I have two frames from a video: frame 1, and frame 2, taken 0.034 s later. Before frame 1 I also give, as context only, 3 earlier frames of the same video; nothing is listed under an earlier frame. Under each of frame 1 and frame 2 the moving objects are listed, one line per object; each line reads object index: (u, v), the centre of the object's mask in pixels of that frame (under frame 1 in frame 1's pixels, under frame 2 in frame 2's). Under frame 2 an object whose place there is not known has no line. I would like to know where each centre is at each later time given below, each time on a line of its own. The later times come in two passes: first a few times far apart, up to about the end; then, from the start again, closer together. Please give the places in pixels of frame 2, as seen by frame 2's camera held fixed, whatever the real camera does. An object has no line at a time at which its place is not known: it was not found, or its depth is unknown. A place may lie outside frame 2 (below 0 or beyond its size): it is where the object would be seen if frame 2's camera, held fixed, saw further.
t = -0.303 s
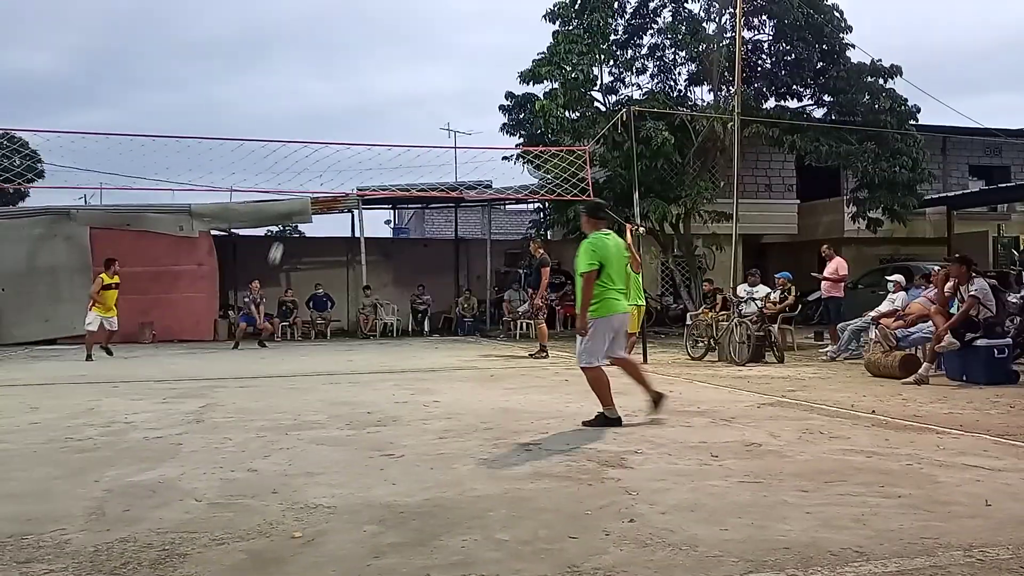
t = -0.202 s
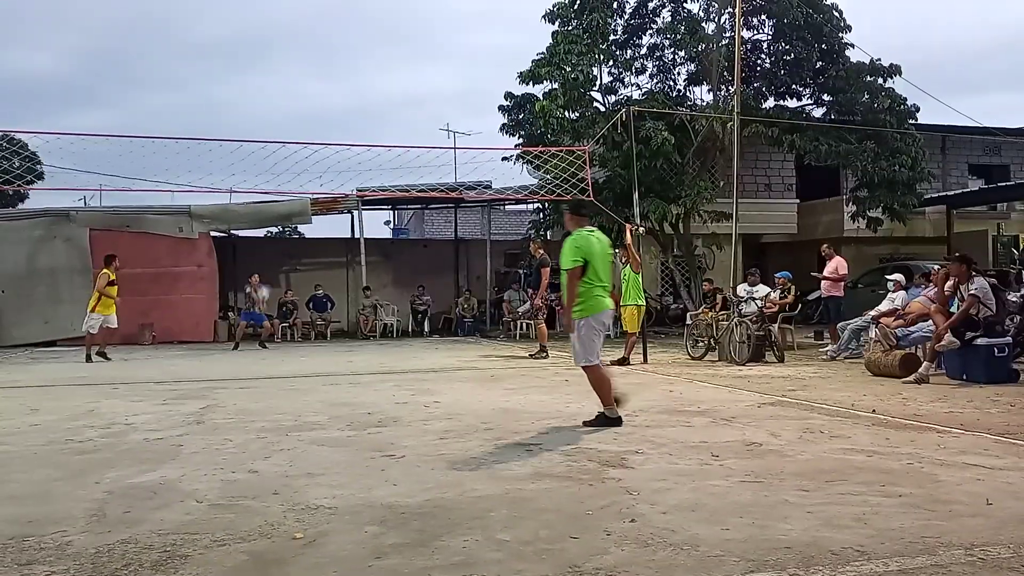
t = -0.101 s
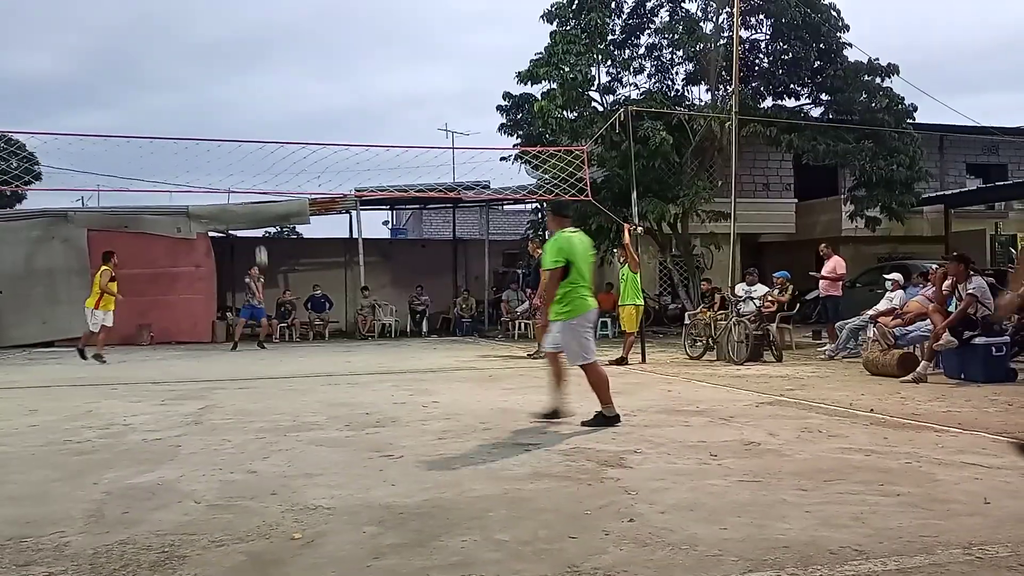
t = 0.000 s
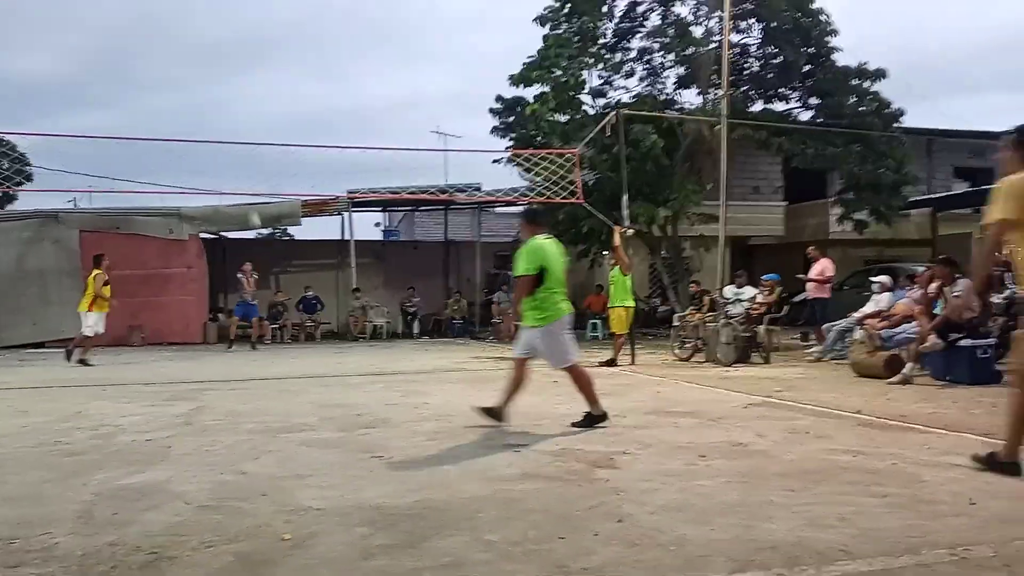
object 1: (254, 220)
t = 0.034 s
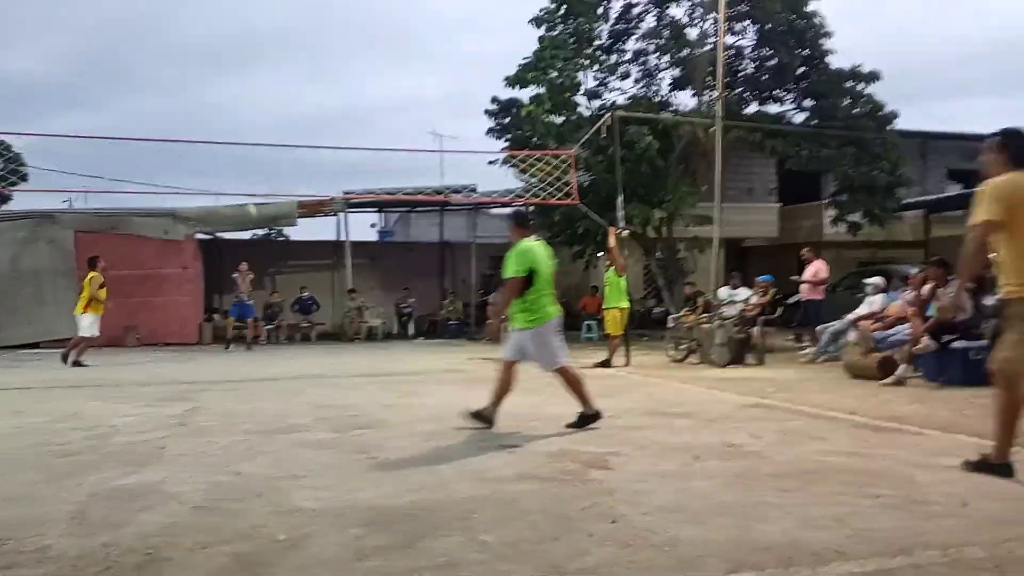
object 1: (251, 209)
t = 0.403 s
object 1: (254, 116)
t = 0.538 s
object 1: (252, 98)
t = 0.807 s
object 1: (257, 93)
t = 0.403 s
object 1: (254, 116)
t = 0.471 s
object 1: (254, 106)
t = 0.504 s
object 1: (253, 102)
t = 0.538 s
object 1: (252, 98)
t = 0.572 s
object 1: (253, 95)
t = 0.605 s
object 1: (255, 93)
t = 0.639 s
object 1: (255, 91)
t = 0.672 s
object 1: (256, 90)
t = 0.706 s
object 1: (256, 90)
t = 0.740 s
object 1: (256, 90)
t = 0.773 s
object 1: (256, 91)
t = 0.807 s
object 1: (257, 93)
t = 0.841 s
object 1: (257, 96)
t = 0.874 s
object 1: (257, 99)
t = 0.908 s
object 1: (258, 103)
